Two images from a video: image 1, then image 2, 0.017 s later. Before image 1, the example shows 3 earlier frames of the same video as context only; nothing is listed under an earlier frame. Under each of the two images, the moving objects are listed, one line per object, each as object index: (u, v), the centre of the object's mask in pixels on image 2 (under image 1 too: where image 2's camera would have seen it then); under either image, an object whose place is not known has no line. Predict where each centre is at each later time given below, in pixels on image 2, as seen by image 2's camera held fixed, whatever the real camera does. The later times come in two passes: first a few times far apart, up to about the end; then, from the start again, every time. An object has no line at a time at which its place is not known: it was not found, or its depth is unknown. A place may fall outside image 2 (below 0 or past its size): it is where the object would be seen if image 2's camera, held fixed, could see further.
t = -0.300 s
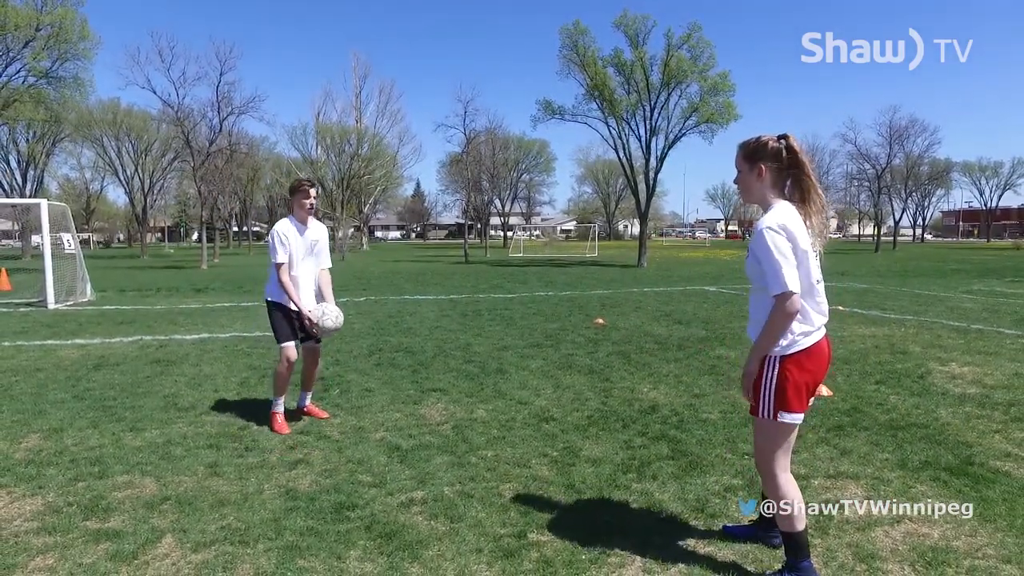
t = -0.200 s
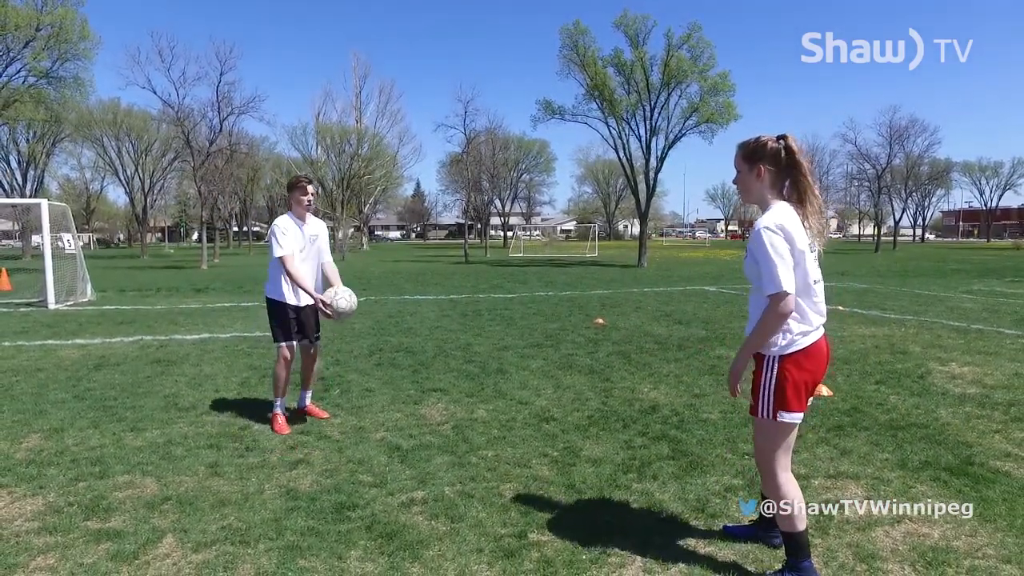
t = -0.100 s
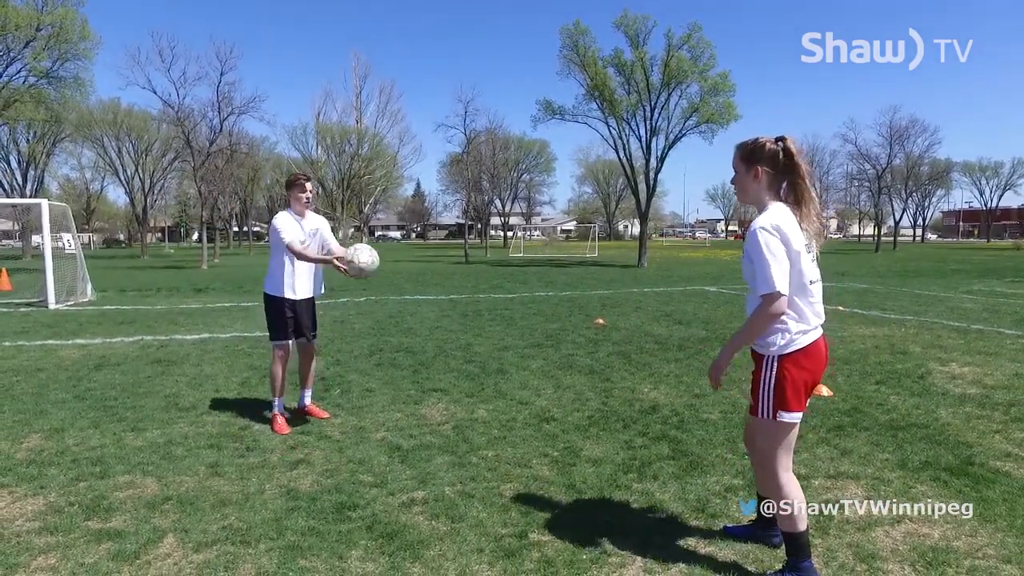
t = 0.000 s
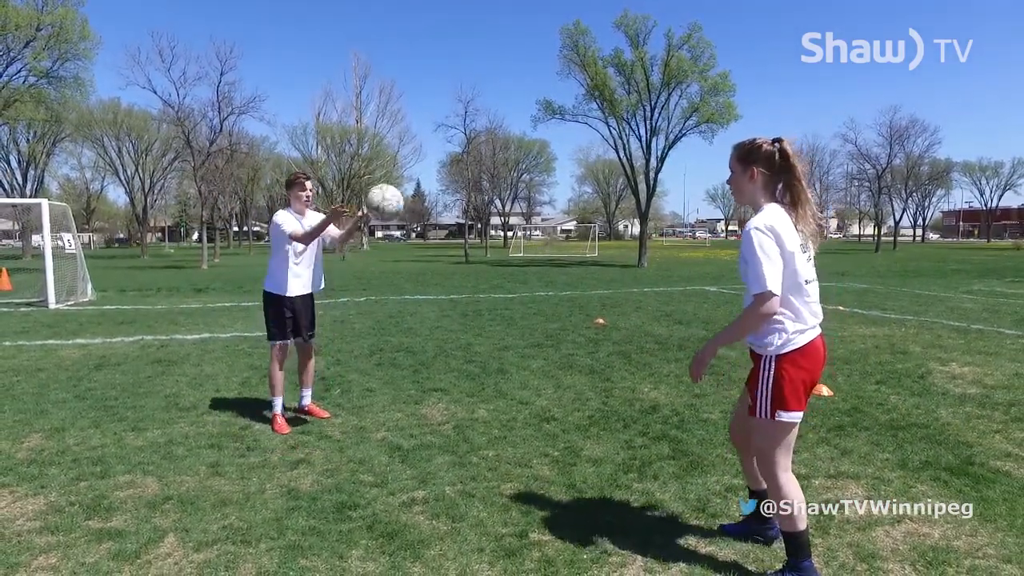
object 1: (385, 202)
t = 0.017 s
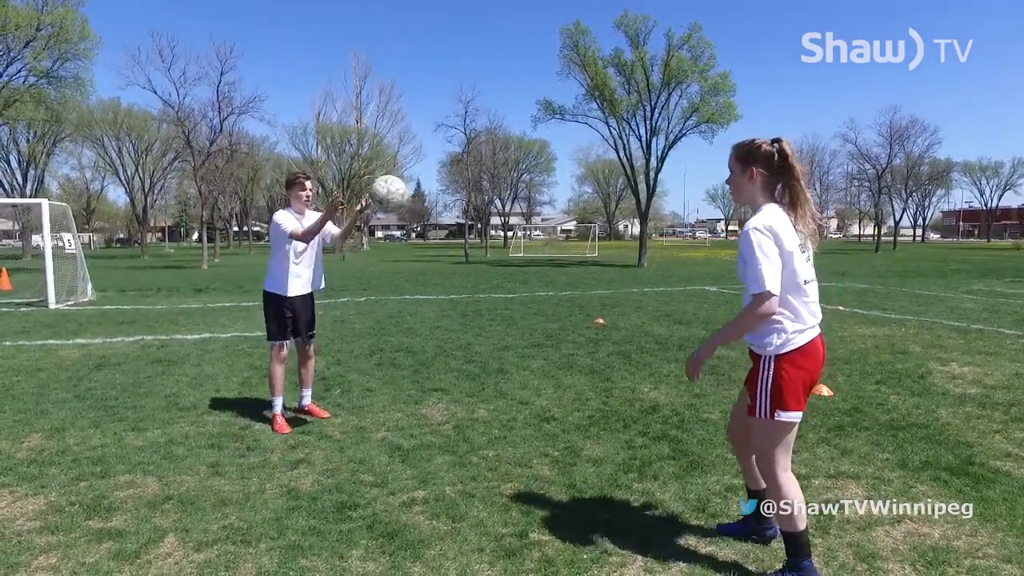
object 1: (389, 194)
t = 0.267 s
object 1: (459, 107)
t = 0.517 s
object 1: (550, 128)
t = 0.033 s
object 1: (392, 185)
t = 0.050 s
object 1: (397, 177)
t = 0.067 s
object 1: (401, 169)
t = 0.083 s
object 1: (406, 162)
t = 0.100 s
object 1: (410, 155)
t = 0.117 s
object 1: (415, 149)
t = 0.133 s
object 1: (419, 142)
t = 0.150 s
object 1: (424, 137)
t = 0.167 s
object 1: (429, 131)
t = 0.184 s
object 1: (434, 126)
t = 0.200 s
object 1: (439, 121)
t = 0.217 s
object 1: (444, 117)
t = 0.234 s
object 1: (449, 113)
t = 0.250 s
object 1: (454, 110)
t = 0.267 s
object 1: (459, 107)
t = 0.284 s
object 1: (465, 105)
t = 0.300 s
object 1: (470, 103)
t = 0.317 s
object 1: (476, 101)
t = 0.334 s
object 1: (482, 100)
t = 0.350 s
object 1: (487, 100)
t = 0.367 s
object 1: (493, 100)
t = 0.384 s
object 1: (499, 101)
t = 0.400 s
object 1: (505, 102)
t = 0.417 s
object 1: (511, 104)
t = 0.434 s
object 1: (517, 106)
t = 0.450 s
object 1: (523, 109)
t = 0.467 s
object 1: (530, 113)
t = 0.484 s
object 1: (537, 117)
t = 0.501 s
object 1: (543, 122)
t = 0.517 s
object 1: (550, 128)
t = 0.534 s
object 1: (557, 134)
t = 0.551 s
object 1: (564, 141)
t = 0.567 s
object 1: (571, 148)
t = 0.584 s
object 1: (578, 157)
